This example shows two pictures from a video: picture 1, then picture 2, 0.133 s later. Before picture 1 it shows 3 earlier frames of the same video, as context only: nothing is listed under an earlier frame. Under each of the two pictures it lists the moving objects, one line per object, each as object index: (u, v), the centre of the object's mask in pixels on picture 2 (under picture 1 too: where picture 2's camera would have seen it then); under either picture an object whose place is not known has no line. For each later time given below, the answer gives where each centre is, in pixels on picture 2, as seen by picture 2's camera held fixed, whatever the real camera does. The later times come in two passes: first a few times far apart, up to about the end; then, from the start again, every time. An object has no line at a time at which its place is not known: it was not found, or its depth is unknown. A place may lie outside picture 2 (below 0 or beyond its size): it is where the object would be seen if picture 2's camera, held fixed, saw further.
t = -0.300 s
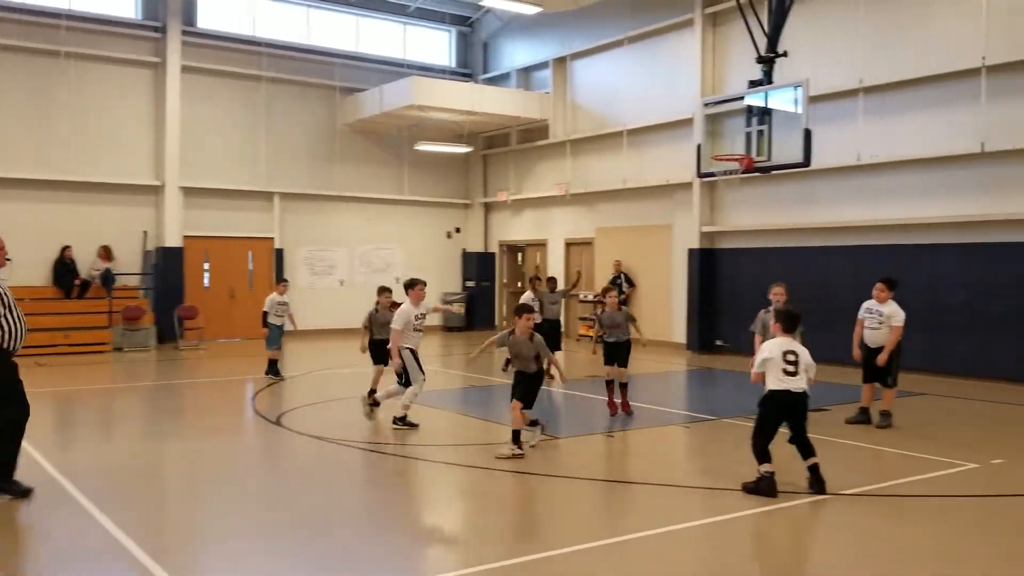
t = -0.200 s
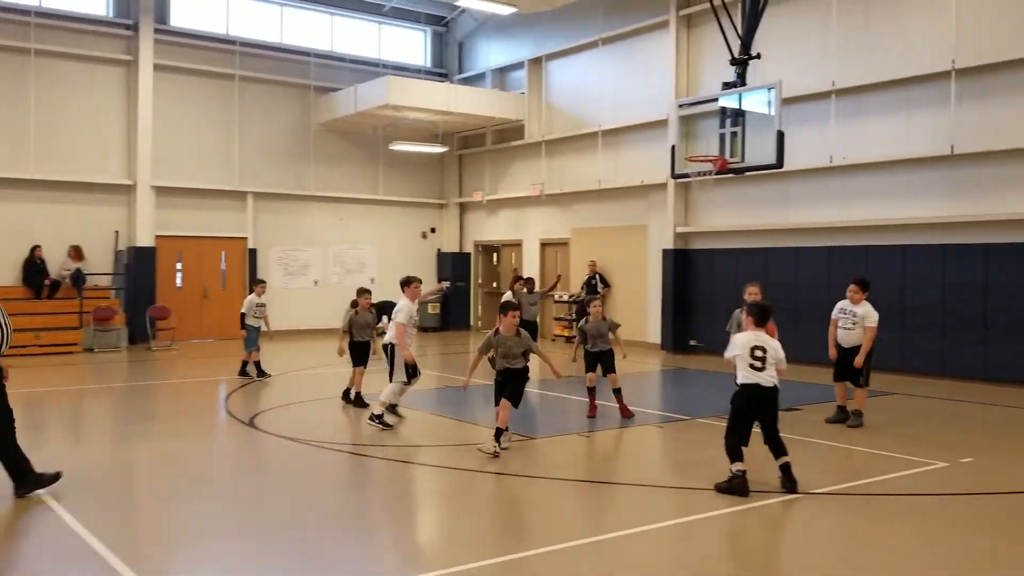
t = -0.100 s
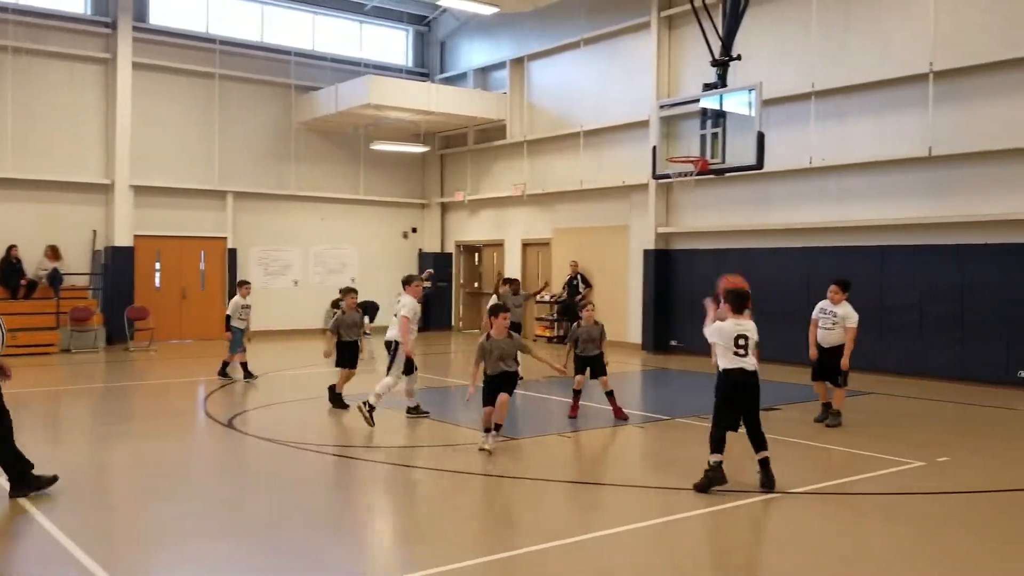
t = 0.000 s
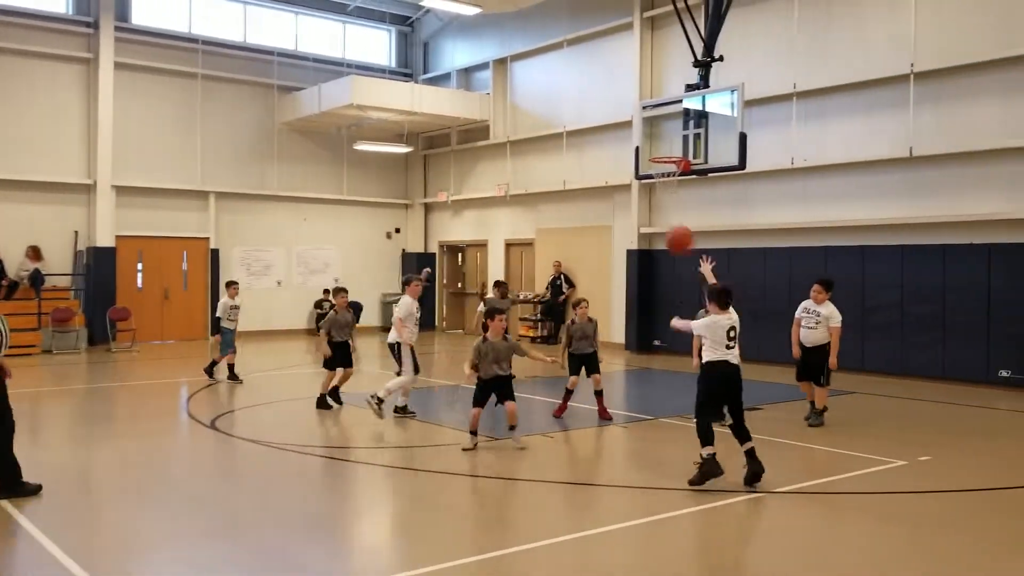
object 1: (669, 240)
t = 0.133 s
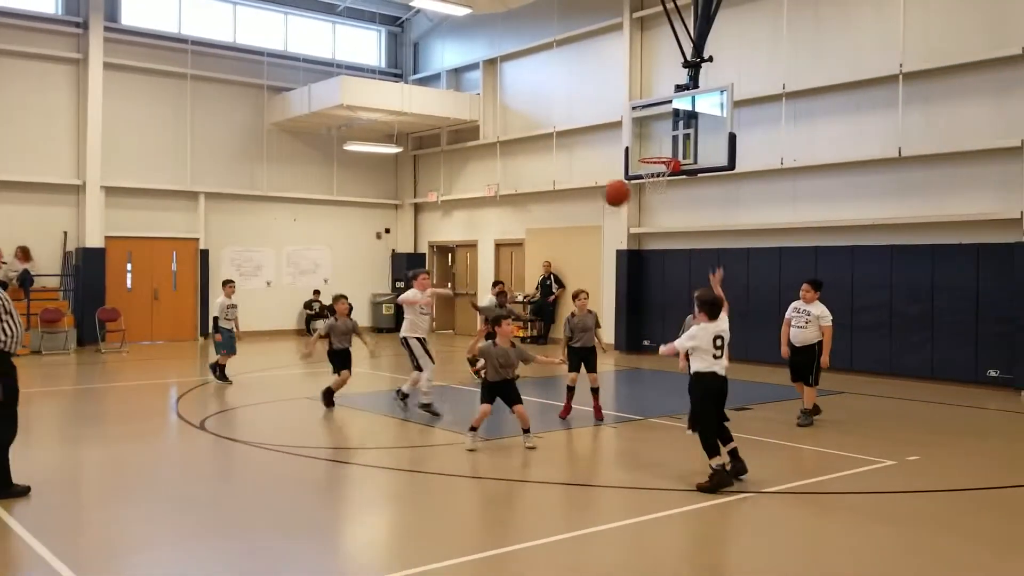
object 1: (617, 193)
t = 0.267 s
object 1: (570, 170)
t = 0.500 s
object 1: (501, 179)
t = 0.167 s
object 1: (604, 185)
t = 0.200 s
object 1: (593, 178)
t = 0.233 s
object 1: (581, 173)
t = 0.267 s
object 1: (570, 170)
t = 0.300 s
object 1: (559, 168)
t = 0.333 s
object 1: (549, 167)
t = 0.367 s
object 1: (539, 167)
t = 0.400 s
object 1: (529, 168)
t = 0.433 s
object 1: (519, 171)
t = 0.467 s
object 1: (510, 174)
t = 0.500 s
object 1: (501, 179)
